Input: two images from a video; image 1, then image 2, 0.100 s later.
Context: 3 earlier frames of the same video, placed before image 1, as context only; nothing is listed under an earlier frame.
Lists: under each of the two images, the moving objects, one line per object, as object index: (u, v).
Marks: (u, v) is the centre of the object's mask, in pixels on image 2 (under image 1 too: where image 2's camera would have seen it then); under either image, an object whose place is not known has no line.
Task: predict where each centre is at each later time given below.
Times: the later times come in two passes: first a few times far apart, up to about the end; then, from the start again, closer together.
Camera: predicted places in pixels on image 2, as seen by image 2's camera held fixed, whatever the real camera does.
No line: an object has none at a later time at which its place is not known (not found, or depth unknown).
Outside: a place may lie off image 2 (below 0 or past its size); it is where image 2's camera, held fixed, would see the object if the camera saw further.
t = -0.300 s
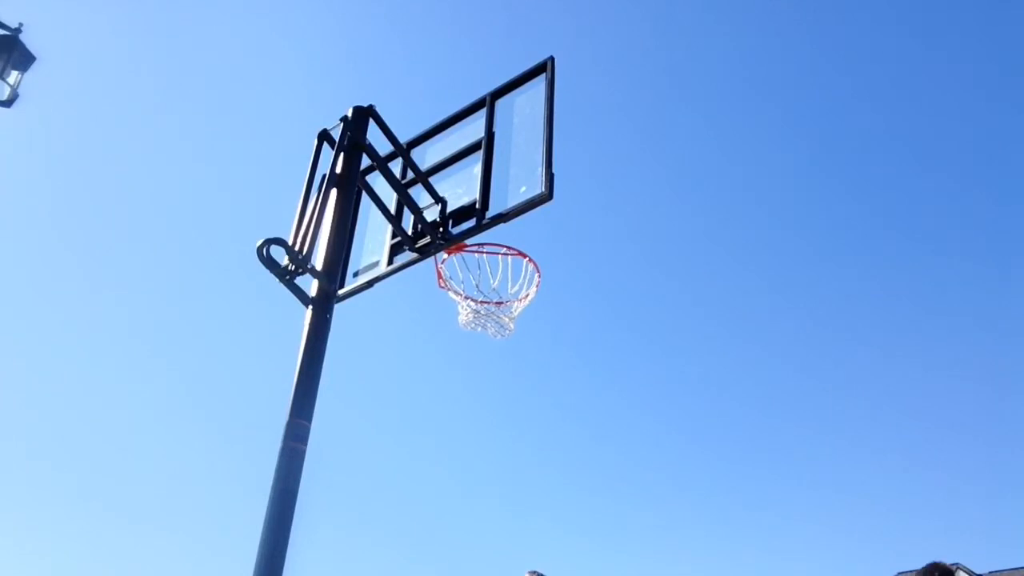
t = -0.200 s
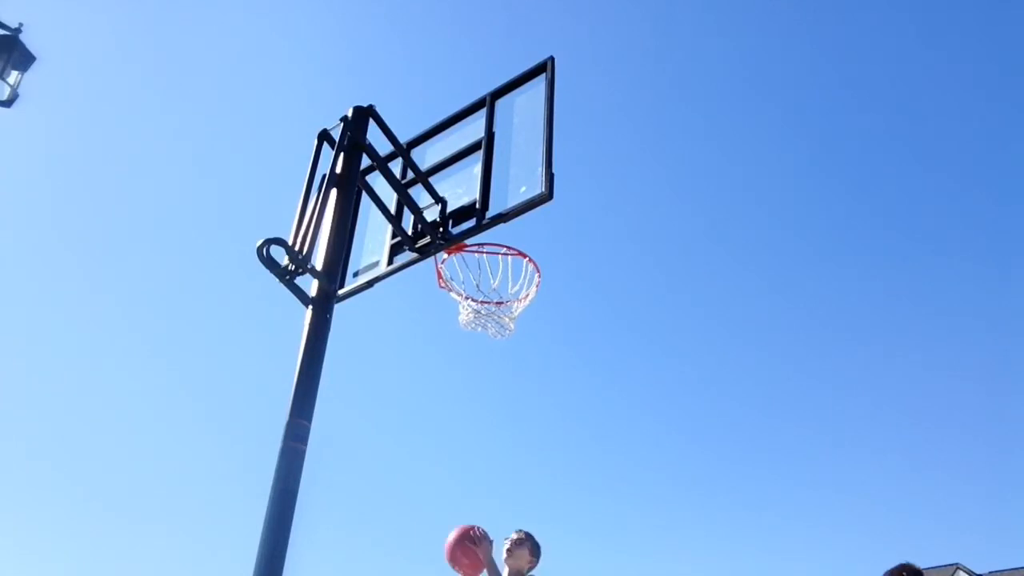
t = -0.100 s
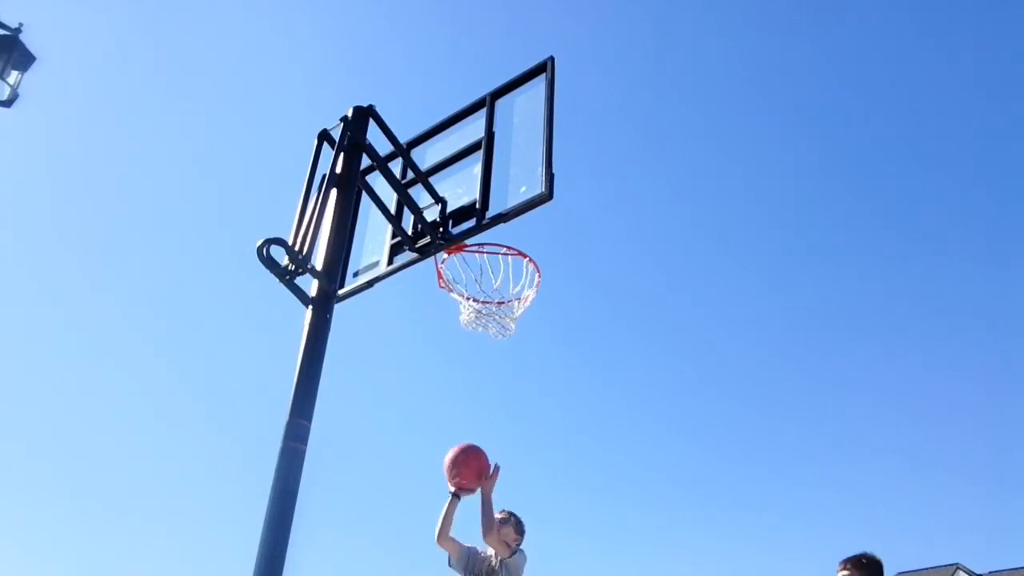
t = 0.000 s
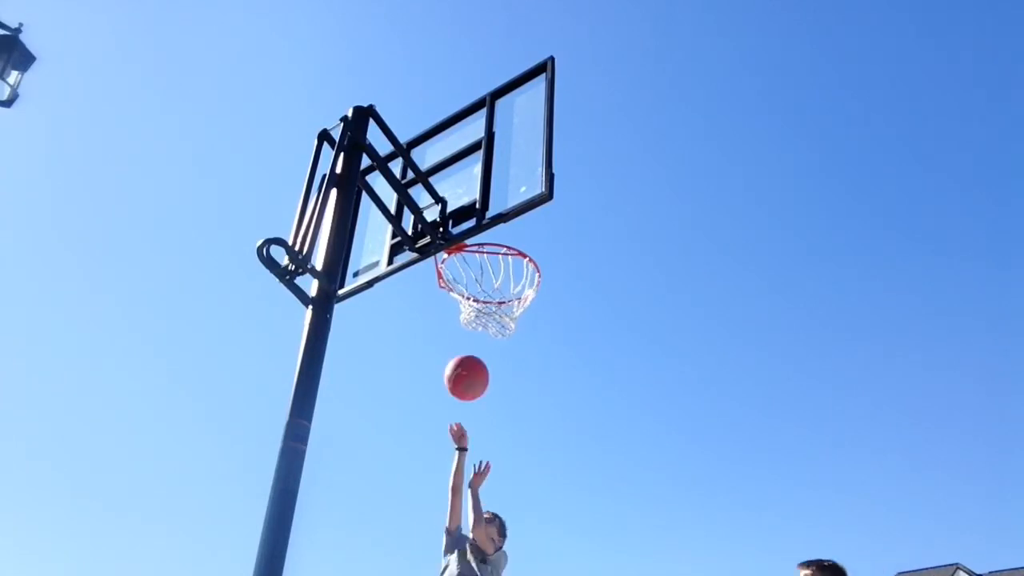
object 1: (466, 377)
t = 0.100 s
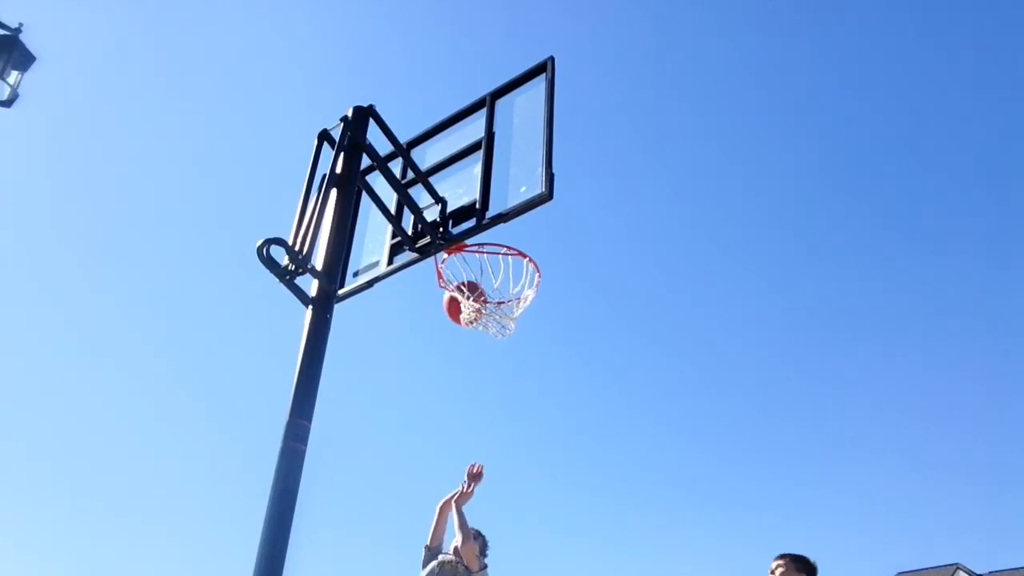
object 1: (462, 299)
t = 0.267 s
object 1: (459, 201)
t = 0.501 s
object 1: (463, 179)
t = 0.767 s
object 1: (506, 288)
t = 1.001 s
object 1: (469, 333)
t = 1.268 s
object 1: (473, 329)
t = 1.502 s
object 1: (506, 422)
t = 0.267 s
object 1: (459, 201)
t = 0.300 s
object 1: (460, 194)
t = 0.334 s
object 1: (459, 188)
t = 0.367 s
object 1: (459, 183)
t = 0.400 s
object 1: (460, 180)
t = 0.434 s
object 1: (461, 177)
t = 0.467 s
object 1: (461, 176)
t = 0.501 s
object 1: (463, 179)
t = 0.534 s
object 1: (465, 183)
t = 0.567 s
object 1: (467, 189)
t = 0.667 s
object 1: (502, 239)
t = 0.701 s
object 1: (507, 254)
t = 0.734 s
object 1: (509, 272)
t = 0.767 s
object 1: (506, 288)
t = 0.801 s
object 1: (503, 307)
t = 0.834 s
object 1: (493, 330)
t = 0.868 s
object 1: (492, 332)
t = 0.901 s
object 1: (486, 332)
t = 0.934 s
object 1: (480, 331)
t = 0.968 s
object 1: (475, 332)
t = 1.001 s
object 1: (469, 333)
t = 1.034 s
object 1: (466, 333)
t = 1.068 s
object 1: (462, 324)
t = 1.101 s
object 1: (461, 322)
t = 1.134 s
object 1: (462, 325)
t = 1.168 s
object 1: (463, 322)
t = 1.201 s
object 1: (466, 325)
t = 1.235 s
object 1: (469, 327)
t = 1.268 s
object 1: (473, 329)
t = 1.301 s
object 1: (477, 333)
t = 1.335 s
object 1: (482, 343)
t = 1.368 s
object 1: (487, 353)
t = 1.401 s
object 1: (492, 366)
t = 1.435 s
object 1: (496, 382)
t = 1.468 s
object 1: (501, 400)
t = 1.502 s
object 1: (506, 422)
